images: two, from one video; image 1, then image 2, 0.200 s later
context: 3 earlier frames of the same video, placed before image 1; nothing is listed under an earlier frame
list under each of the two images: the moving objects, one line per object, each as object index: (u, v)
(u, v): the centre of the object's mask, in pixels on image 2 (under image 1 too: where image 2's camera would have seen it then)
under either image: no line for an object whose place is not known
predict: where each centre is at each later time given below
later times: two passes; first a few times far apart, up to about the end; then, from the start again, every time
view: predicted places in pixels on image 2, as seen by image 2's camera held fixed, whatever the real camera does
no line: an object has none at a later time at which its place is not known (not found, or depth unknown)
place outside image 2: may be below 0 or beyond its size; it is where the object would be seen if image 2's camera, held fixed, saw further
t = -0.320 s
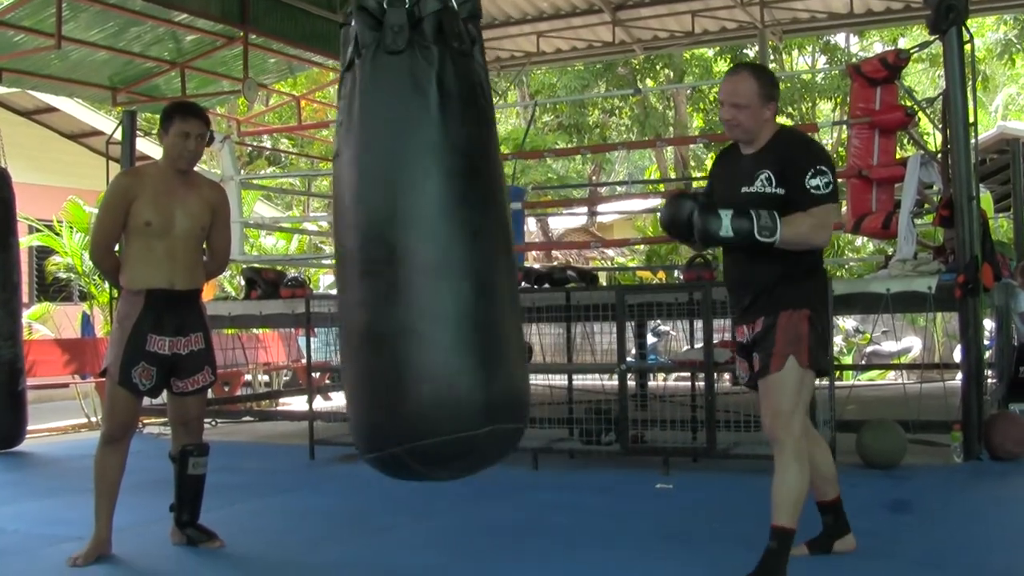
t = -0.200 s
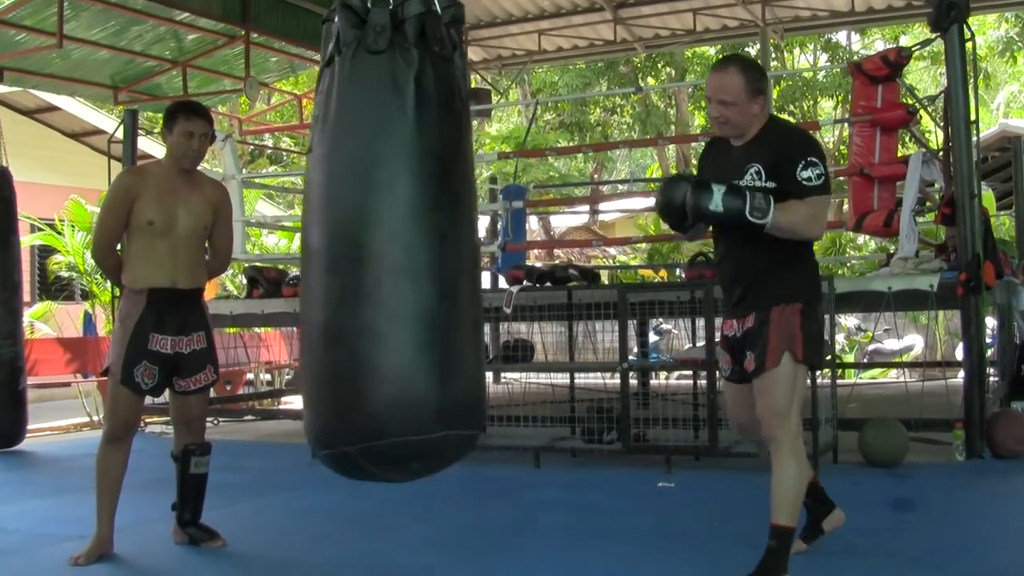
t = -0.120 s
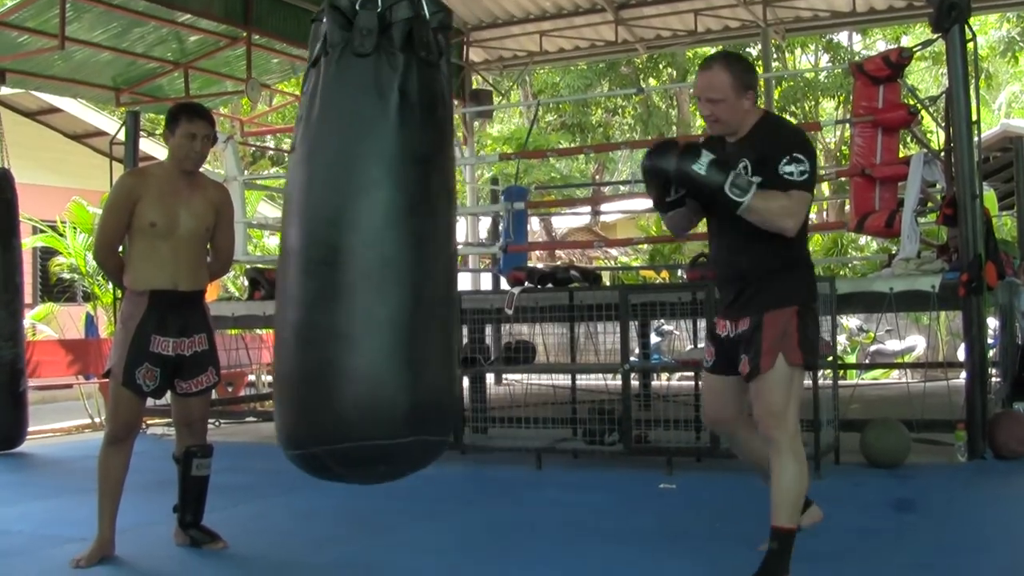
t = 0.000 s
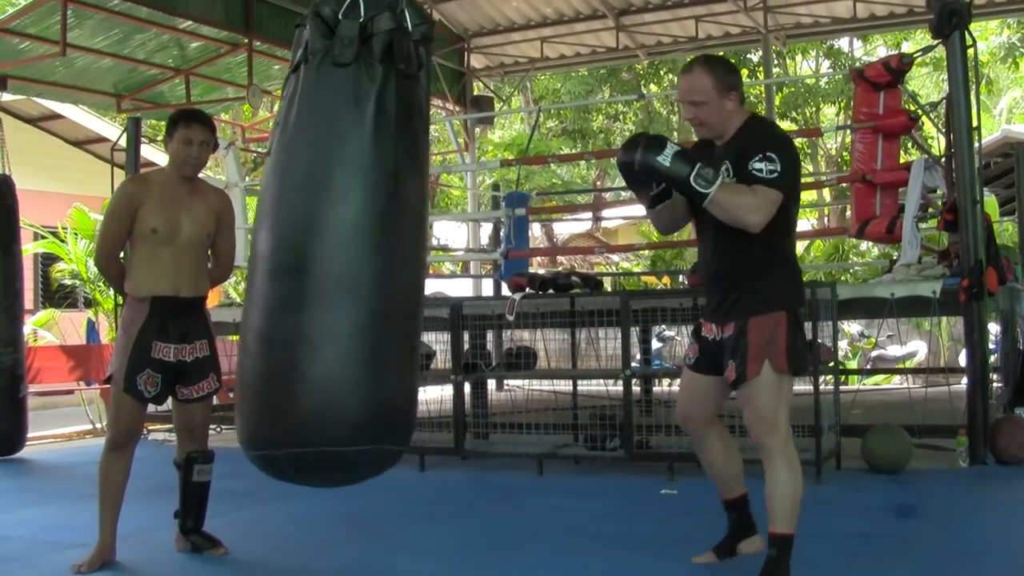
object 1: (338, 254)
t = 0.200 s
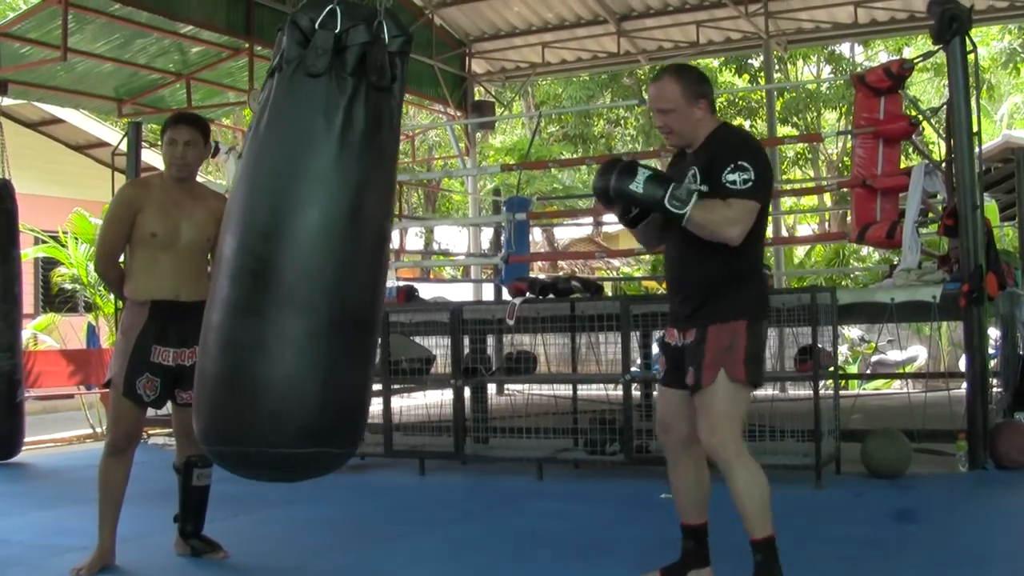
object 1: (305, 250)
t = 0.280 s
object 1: (299, 248)
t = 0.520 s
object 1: (305, 247)
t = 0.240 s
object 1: (301, 249)
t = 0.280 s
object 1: (299, 248)
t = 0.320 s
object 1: (297, 247)
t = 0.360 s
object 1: (297, 247)
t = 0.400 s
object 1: (298, 247)
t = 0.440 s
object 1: (299, 247)
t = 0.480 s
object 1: (301, 247)
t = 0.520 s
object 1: (305, 247)
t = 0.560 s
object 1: (309, 247)
